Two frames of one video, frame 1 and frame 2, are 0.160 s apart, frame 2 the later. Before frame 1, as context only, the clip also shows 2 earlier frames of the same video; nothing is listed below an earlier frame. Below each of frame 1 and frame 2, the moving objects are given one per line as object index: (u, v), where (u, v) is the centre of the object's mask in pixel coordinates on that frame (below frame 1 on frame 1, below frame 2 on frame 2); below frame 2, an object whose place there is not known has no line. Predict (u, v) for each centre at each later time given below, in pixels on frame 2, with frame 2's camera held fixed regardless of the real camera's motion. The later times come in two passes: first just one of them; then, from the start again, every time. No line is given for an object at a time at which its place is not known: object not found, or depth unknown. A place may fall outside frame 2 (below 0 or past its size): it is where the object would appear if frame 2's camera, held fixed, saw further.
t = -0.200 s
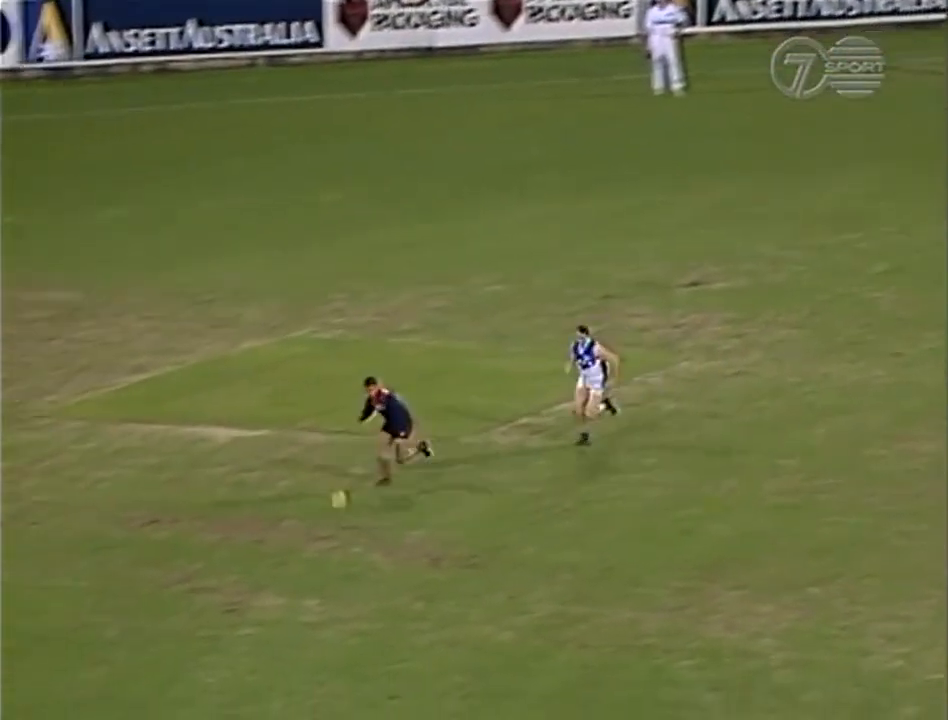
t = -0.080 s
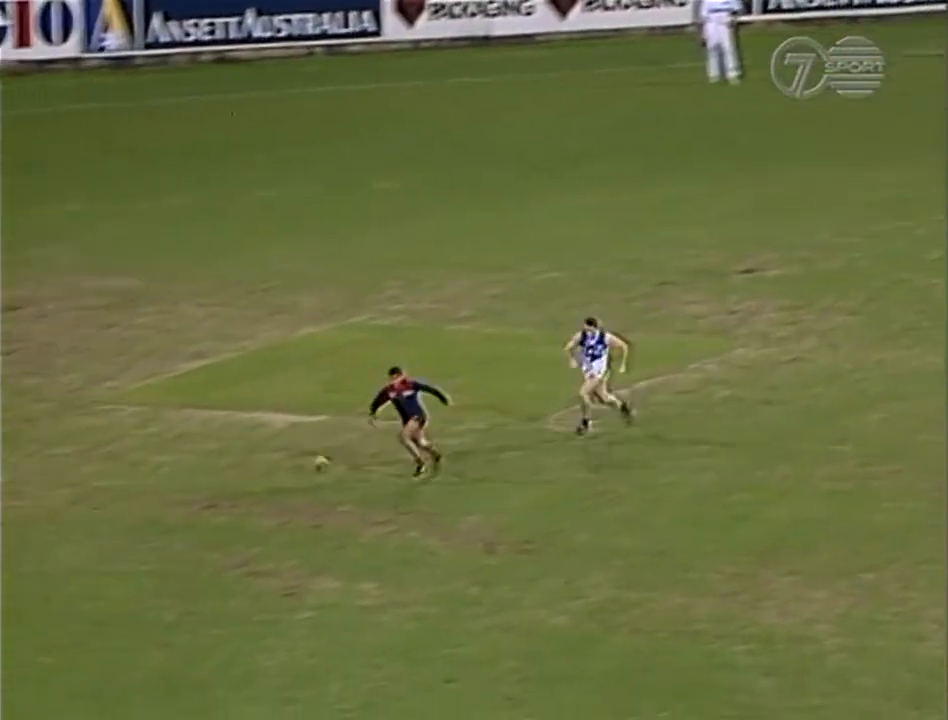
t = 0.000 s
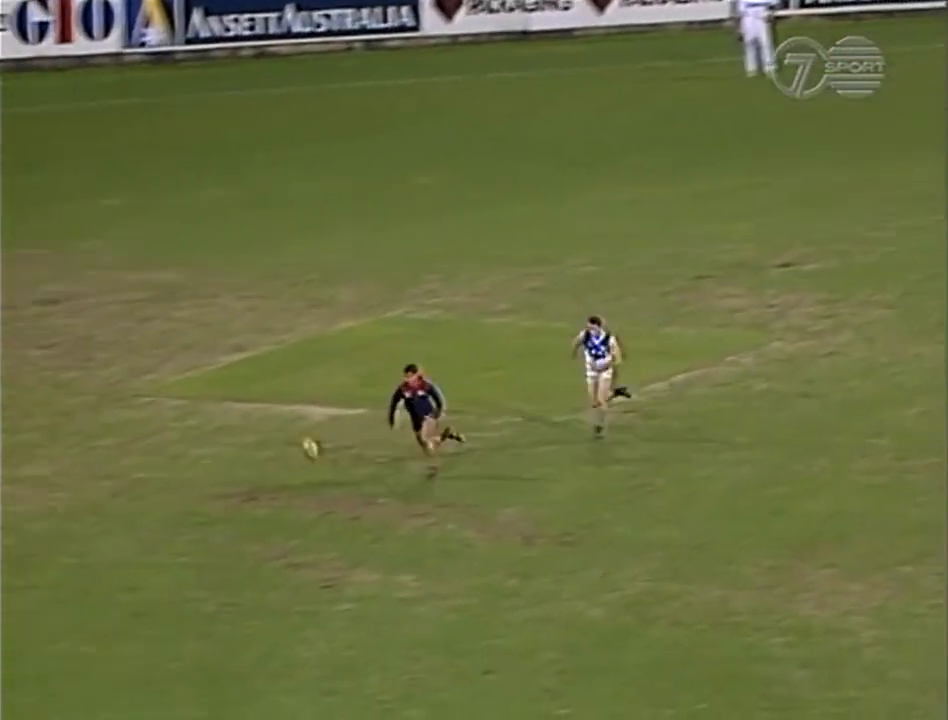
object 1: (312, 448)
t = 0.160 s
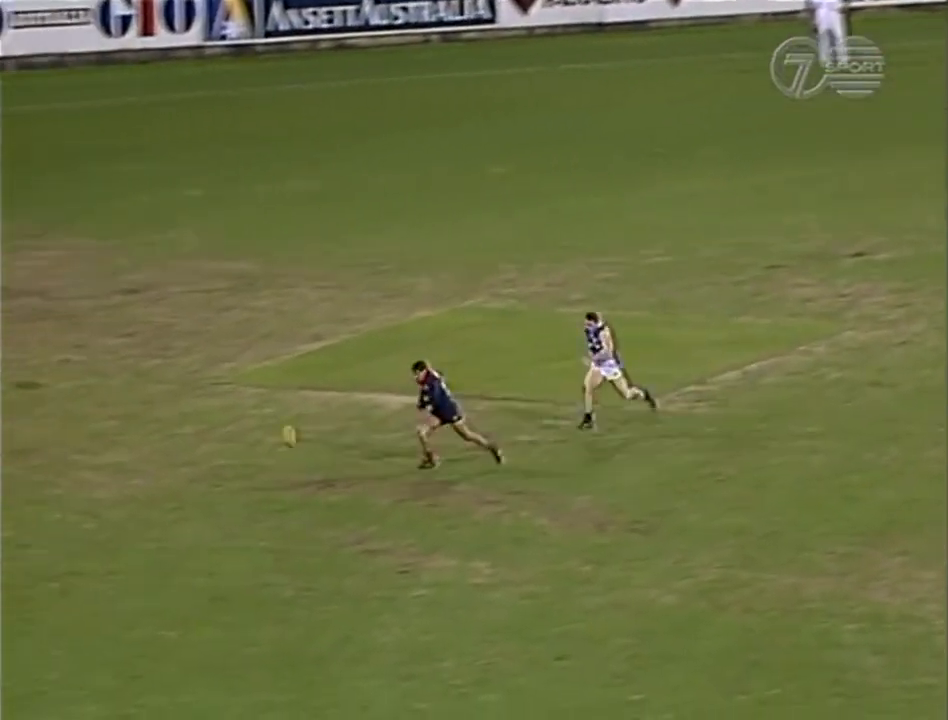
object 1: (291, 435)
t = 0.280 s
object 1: (217, 450)
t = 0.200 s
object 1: (264, 440)
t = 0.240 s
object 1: (240, 443)
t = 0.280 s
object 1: (217, 450)
